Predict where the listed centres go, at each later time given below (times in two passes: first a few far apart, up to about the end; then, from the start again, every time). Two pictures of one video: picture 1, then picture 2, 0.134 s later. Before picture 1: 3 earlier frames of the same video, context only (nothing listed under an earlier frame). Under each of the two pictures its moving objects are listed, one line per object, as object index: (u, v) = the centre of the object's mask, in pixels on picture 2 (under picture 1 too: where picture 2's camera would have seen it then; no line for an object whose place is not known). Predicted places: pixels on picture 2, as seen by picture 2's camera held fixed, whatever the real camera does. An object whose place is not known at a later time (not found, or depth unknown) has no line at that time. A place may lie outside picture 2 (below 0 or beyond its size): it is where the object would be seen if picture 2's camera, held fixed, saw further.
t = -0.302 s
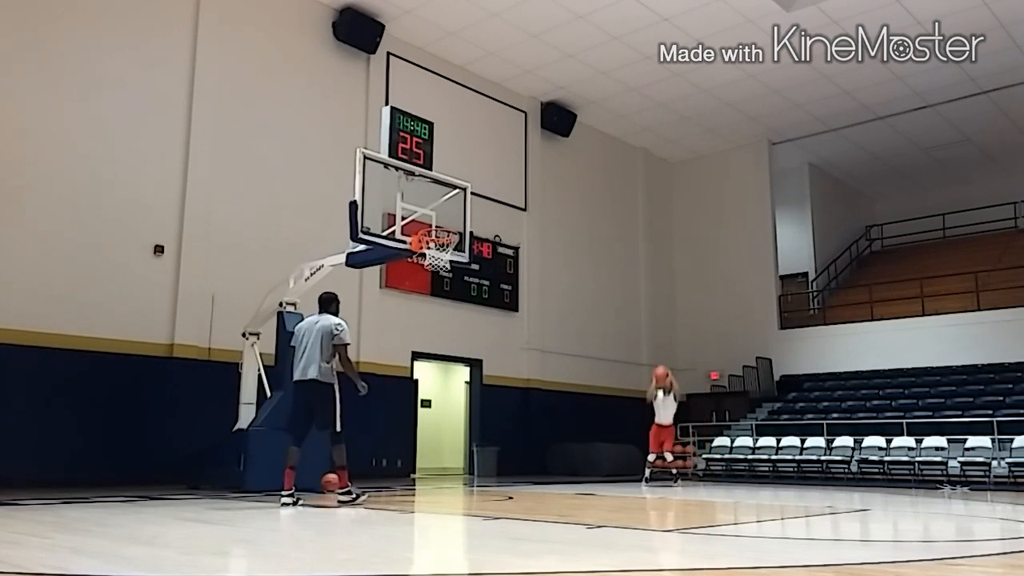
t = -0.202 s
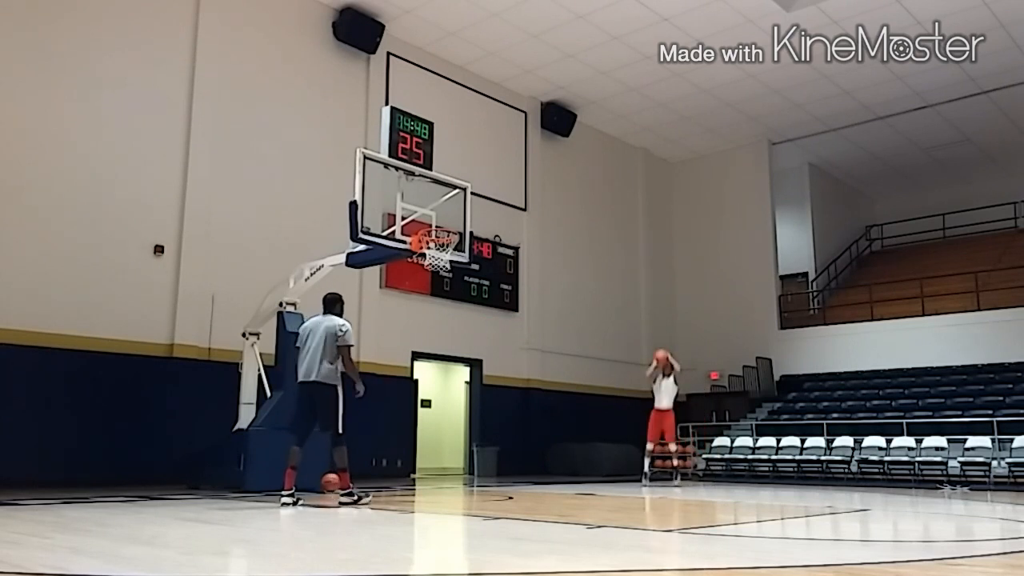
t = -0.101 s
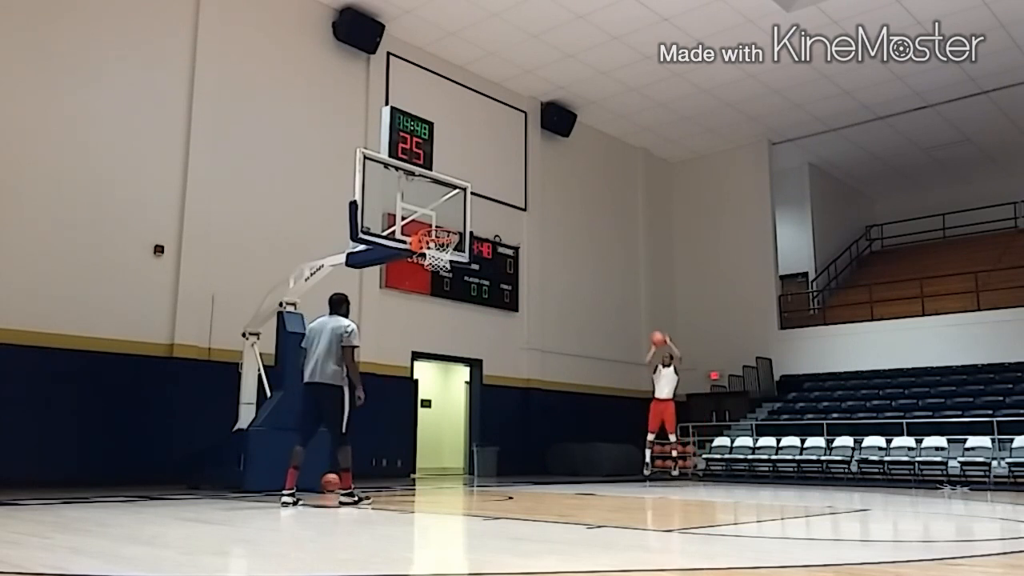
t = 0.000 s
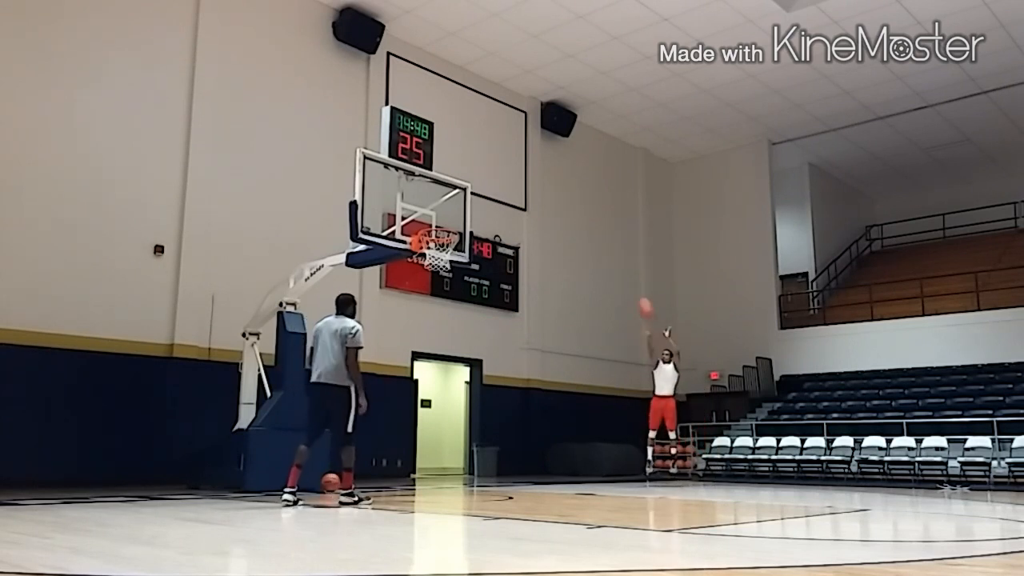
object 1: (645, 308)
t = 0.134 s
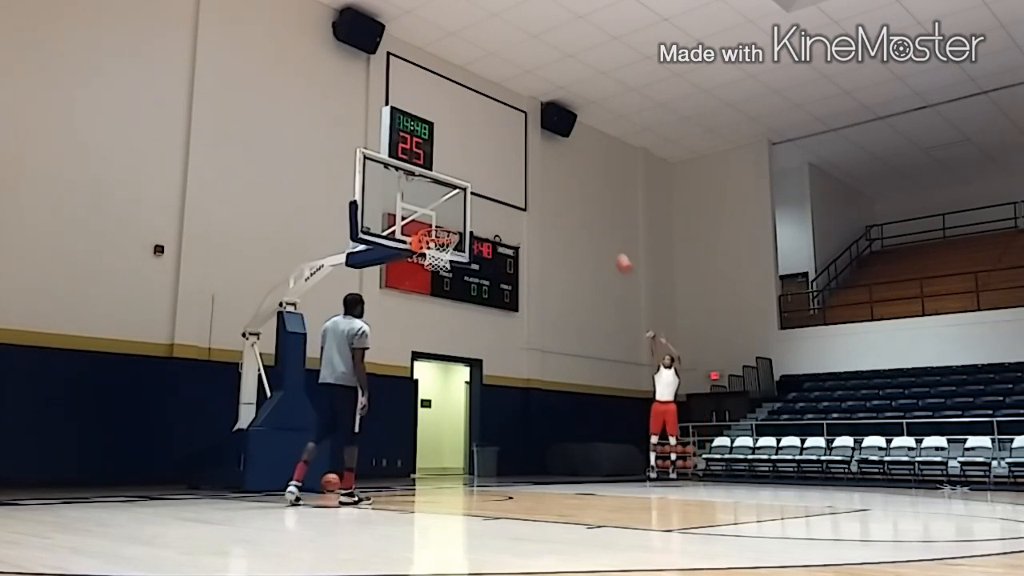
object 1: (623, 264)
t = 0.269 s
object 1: (601, 228)
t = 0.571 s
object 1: (546, 182)
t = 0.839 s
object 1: (488, 189)
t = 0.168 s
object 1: (618, 254)
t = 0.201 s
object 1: (612, 245)
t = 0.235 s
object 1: (606, 236)
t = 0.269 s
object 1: (601, 228)
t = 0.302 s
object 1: (595, 220)
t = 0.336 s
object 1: (589, 213)
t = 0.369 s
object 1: (583, 207)
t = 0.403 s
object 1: (577, 201)
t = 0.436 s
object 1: (571, 196)
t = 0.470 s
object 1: (565, 191)
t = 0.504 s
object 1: (558, 188)
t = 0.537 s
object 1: (552, 185)
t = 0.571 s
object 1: (546, 182)
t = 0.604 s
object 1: (539, 180)
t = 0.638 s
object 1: (532, 179)
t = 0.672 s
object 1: (525, 179)
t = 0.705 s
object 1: (517, 179)
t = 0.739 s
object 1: (510, 180)
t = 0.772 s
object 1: (503, 182)
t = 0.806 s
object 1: (495, 185)
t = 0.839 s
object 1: (488, 189)
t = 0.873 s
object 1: (480, 194)
